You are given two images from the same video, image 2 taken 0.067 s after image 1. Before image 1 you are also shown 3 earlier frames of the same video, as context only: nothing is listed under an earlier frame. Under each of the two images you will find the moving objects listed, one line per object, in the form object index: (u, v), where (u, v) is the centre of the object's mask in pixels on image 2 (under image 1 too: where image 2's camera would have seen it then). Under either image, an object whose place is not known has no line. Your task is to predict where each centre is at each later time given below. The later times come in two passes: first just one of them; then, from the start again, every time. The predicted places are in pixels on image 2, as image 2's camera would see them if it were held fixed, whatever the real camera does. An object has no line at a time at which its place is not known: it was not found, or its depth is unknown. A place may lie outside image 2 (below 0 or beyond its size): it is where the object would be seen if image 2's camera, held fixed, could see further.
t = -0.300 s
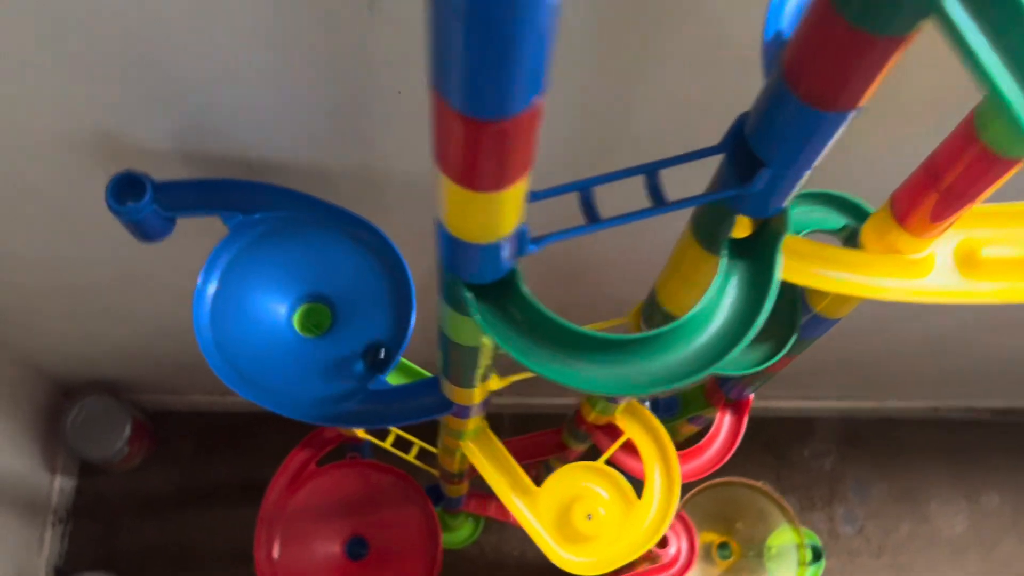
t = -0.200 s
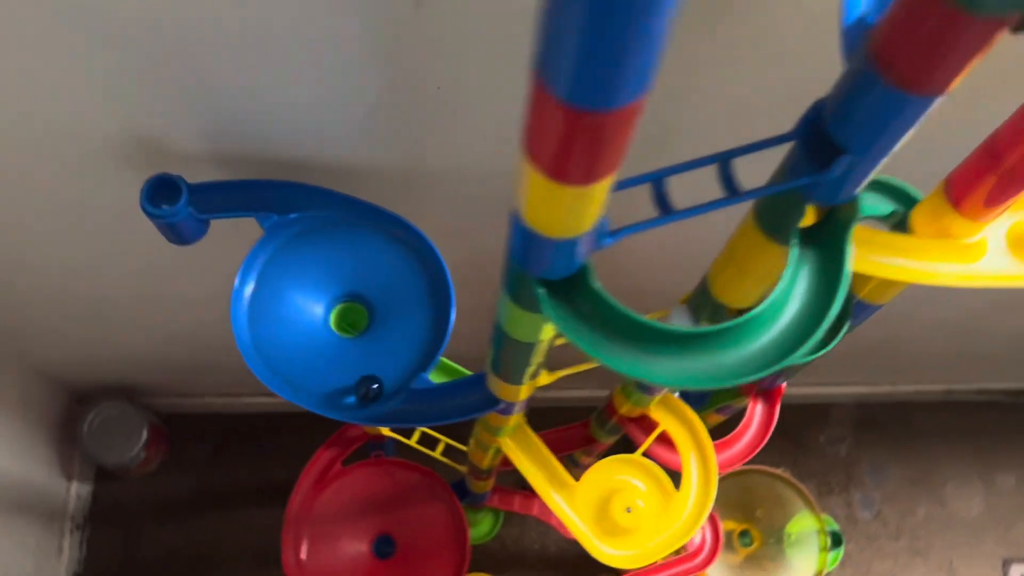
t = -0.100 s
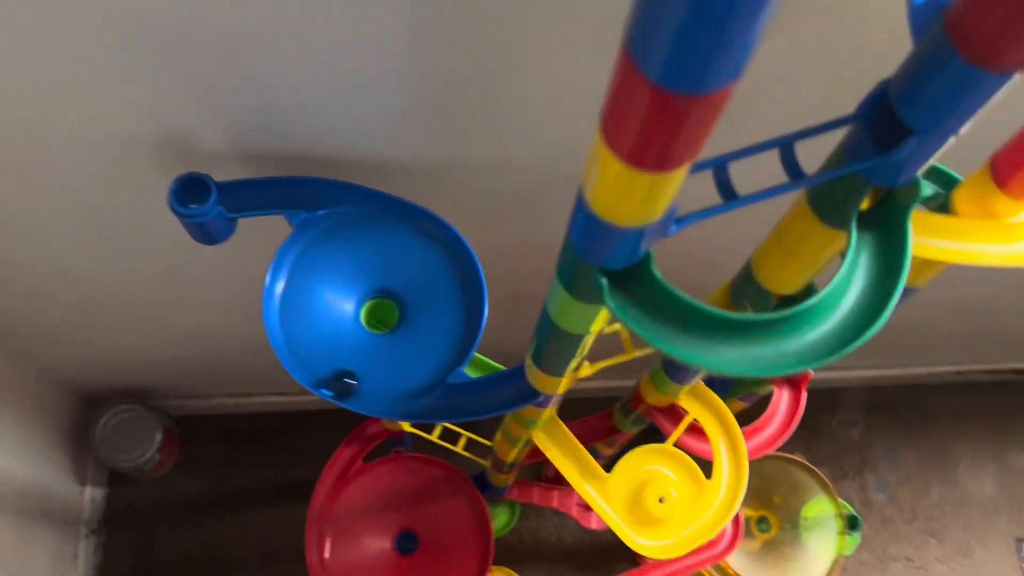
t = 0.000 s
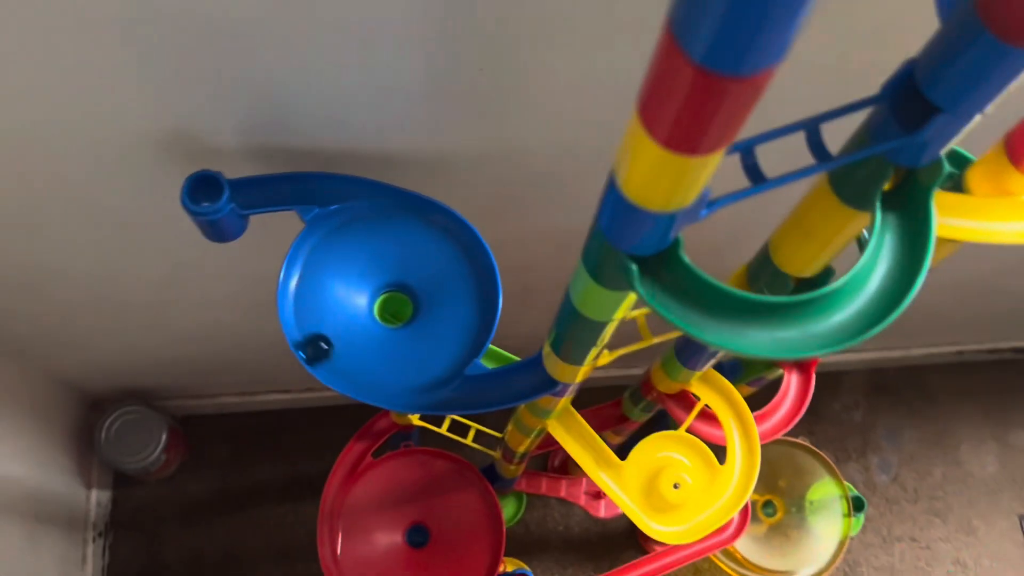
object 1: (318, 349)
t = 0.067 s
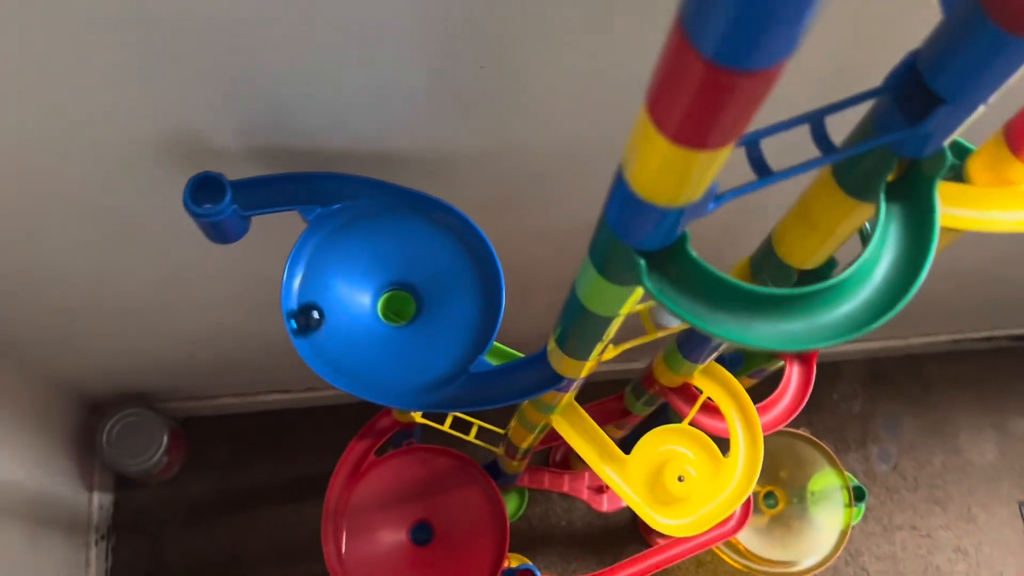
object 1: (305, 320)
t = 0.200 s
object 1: (320, 261)
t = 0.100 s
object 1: (303, 304)
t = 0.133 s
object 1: (305, 289)
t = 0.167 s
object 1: (310, 274)
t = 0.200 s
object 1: (320, 261)
